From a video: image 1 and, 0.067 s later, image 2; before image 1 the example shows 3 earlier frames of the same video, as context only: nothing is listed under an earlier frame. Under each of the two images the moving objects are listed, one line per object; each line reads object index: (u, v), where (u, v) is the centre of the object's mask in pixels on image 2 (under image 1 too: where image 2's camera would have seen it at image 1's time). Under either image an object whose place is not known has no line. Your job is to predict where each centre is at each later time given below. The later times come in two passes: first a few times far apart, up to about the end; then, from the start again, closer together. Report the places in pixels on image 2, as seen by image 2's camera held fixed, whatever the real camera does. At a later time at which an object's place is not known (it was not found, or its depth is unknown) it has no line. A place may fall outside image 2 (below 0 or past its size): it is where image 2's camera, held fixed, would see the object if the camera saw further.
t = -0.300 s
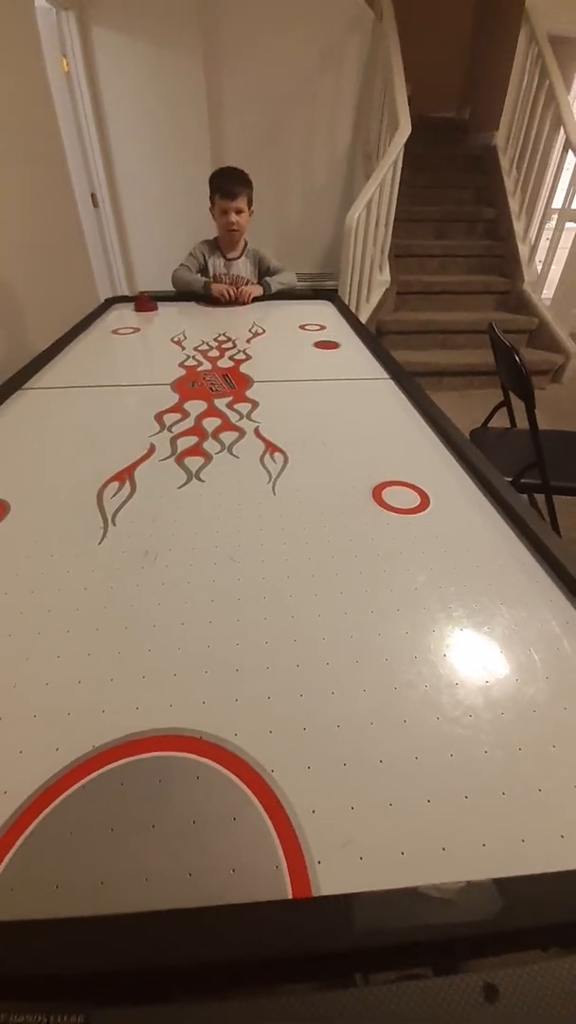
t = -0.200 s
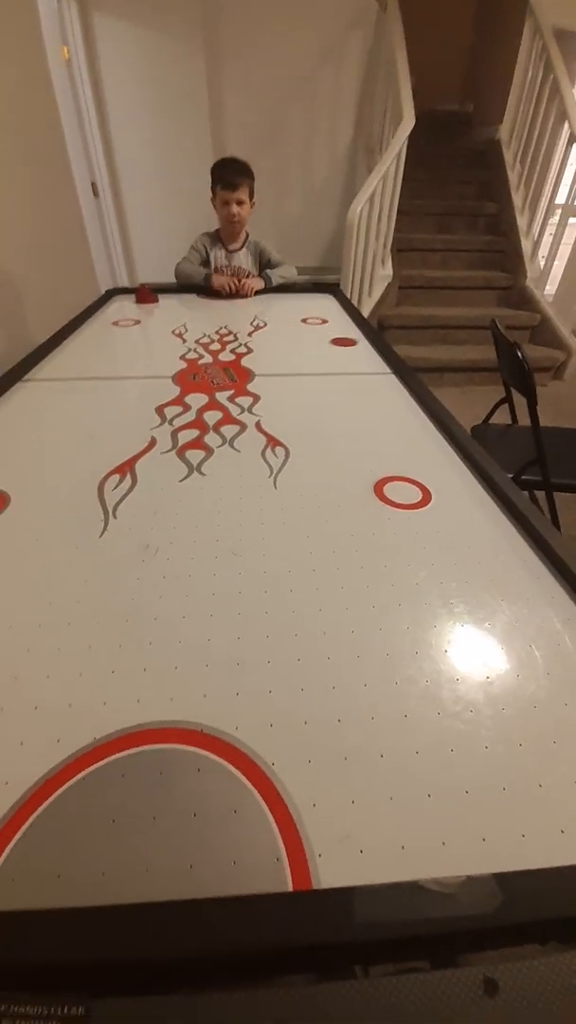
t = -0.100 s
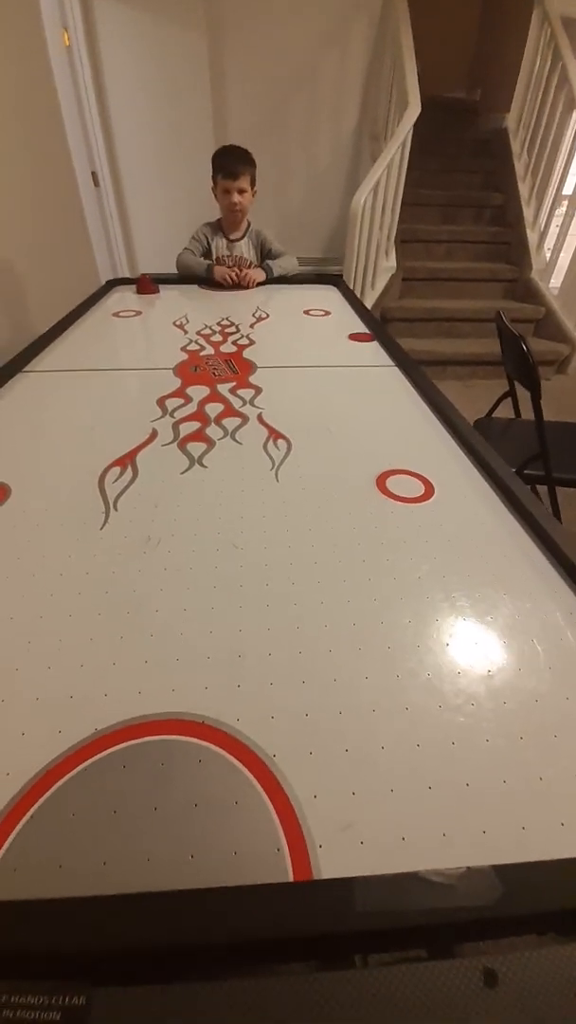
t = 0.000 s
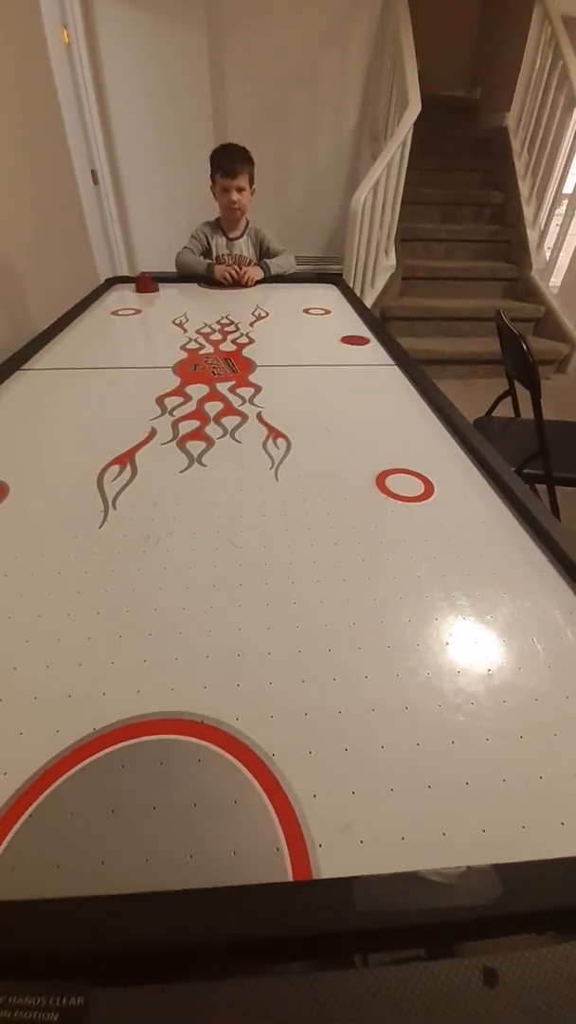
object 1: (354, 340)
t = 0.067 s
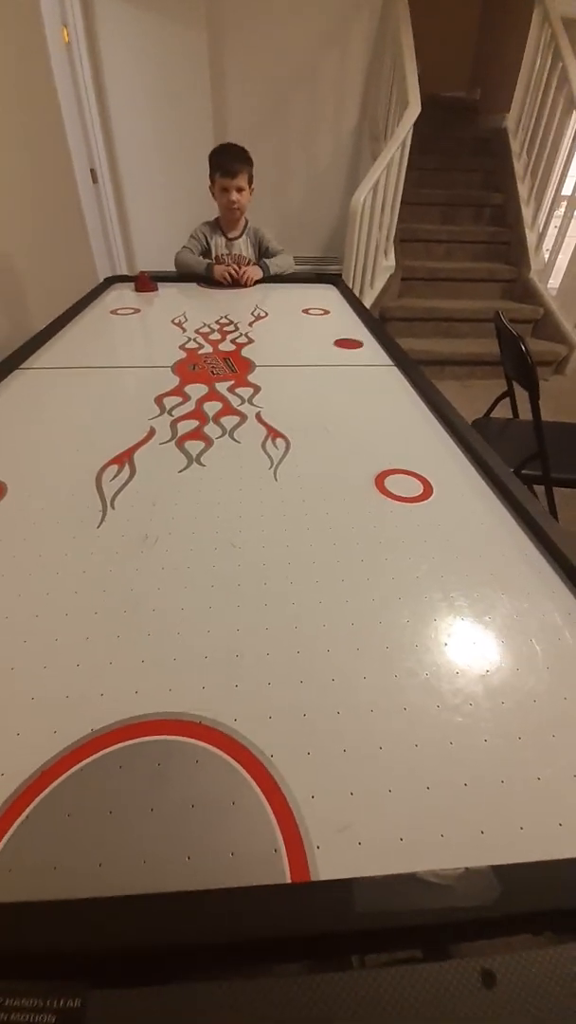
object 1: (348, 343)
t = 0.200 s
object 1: (334, 351)
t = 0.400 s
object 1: (313, 361)
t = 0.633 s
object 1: (285, 373)
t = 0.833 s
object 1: (256, 385)
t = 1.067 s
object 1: (215, 400)
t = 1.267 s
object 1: (174, 414)
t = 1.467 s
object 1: (124, 429)
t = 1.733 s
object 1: (48, 451)
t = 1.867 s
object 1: (7, 463)
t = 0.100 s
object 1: (346, 345)
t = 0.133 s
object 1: (343, 346)
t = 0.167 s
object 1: (337, 349)
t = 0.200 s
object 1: (334, 351)
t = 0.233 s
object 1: (331, 353)
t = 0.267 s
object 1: (327, 354)
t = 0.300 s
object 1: (324, 356)
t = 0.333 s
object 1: (321, 358)
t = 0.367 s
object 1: (317, 359)
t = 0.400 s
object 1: (313, 361)
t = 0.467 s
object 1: (306, 364)
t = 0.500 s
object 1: (302, 366)
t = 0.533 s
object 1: (298, 368)
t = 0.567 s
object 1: (293, 370)
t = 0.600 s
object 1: (289, 371)
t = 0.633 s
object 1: (285, 373)
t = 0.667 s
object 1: (280, 375)
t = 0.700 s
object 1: (276, 377)
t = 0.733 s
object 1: (271, 379)
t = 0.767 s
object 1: (265, 381)
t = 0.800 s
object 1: (261, 383)
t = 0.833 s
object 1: (256, 385)
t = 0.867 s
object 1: (249, 387)
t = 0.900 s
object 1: (246, 389)
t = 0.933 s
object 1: (241, 391)
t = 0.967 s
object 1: (236, 393)
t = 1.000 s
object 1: (228, 396)
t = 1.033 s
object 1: (221, 398)
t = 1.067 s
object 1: (215, 400)
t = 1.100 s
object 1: (210, 402)
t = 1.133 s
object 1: (202, 404)
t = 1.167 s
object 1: (195, 407)
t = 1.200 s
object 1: (189, 410)
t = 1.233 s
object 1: (181, 412)
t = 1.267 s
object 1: (174, 414)
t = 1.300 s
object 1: (166, 416)
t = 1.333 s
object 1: (159, 419)
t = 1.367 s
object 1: (151, 421)
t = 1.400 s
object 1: (142, 424)
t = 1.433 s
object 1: (134, 427)
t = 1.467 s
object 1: (124, 429)
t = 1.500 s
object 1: (116, 432)
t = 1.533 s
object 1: (107, 434)
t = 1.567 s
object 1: (97, 437)
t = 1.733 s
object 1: (48, 451)
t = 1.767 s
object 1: (38, 454)
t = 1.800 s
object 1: (28, 457)
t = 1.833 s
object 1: (17, 460)
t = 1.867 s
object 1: (7, 463)
